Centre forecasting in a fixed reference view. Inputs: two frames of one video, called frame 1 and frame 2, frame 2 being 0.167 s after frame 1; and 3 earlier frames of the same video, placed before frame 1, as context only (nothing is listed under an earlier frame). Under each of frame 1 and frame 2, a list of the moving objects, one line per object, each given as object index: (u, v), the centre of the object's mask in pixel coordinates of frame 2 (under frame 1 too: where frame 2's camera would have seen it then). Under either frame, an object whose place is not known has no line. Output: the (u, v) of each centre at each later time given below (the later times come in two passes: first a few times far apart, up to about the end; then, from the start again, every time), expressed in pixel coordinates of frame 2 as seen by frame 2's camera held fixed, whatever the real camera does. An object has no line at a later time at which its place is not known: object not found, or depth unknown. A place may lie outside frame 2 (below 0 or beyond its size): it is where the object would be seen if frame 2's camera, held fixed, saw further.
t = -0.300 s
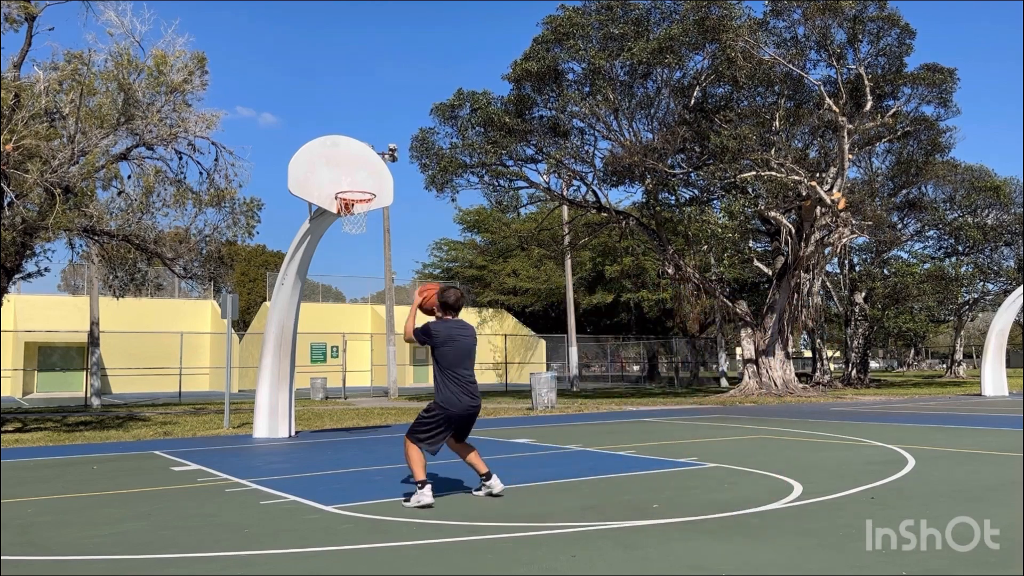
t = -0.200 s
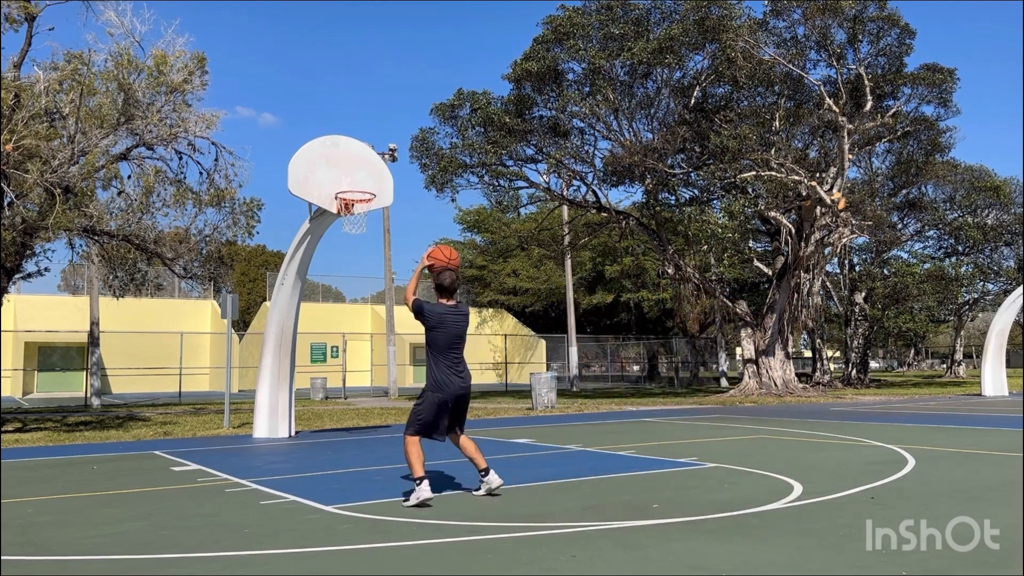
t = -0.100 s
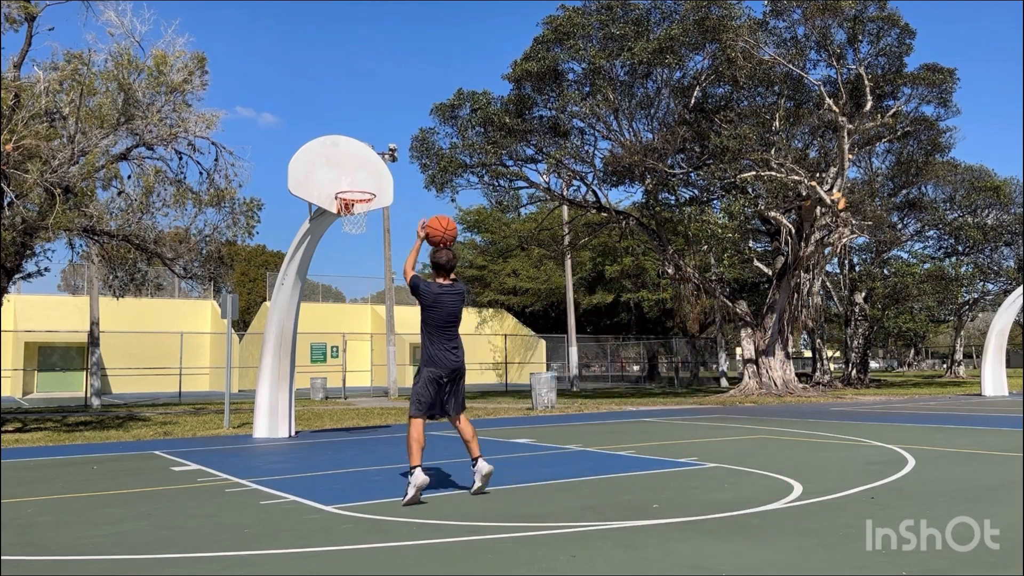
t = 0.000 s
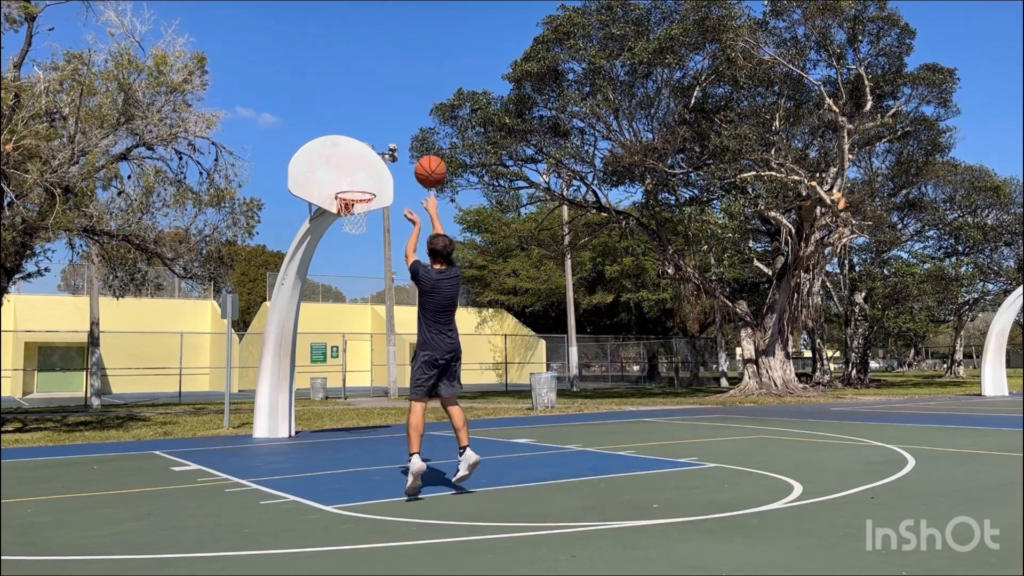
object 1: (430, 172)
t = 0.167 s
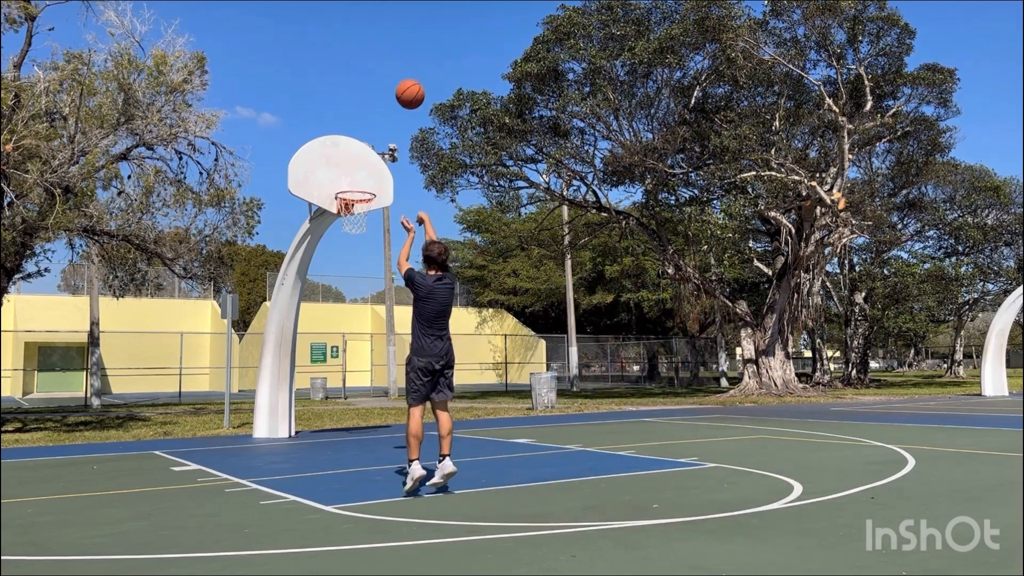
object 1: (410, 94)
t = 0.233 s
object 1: (403, 76)
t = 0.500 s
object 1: (380, 60)
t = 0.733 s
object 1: (365, 99)
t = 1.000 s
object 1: (350, 186)
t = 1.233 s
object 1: (370, 121)
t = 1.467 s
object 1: (392, 85)
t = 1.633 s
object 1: (408, 86)
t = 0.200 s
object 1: (406, 84)
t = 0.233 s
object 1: (403, 76)
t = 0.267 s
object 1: (400, 70)
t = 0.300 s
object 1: (397, 65)
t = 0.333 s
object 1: (394, 61)
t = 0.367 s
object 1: (391, 58)
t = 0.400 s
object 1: (388, 57)
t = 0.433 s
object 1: (385, 57)
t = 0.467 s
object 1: (383, 58)
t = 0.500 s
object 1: (380, 60)
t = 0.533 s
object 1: (378, 63)
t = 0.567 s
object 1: (375, 67)
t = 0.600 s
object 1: (373, 72)
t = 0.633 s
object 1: (371, 77)
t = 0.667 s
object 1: (369, 84)
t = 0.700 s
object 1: (367, 91)
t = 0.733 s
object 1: (365, 99)
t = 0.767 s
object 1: (363, 108)
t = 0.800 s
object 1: (361, 117)
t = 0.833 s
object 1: (359, 128)
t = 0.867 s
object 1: (357, 138)
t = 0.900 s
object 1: (356, 150)
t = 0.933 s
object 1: (354, 161)
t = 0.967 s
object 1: (352, 174)
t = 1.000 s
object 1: (350, 186)
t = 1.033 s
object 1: (352, 184)
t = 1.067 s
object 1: (355, 172)
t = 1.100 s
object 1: (358, 160)
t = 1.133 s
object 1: (361, 149)
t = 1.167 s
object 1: (364, 139)
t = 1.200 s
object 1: (367, 130)
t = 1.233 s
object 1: (370, 121)
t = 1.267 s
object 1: (373, 113)
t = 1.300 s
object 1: (376, 107)
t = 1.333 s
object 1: (380, 101)
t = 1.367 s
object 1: (383, 96)
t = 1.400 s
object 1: (386, 91)
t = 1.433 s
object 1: (389, 88)
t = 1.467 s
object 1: (392, 85)
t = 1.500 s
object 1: (395, 84)
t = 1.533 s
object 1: (398, 83)
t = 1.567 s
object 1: (402, 83)
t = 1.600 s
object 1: (405, 84)
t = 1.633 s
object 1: (408, 86)
